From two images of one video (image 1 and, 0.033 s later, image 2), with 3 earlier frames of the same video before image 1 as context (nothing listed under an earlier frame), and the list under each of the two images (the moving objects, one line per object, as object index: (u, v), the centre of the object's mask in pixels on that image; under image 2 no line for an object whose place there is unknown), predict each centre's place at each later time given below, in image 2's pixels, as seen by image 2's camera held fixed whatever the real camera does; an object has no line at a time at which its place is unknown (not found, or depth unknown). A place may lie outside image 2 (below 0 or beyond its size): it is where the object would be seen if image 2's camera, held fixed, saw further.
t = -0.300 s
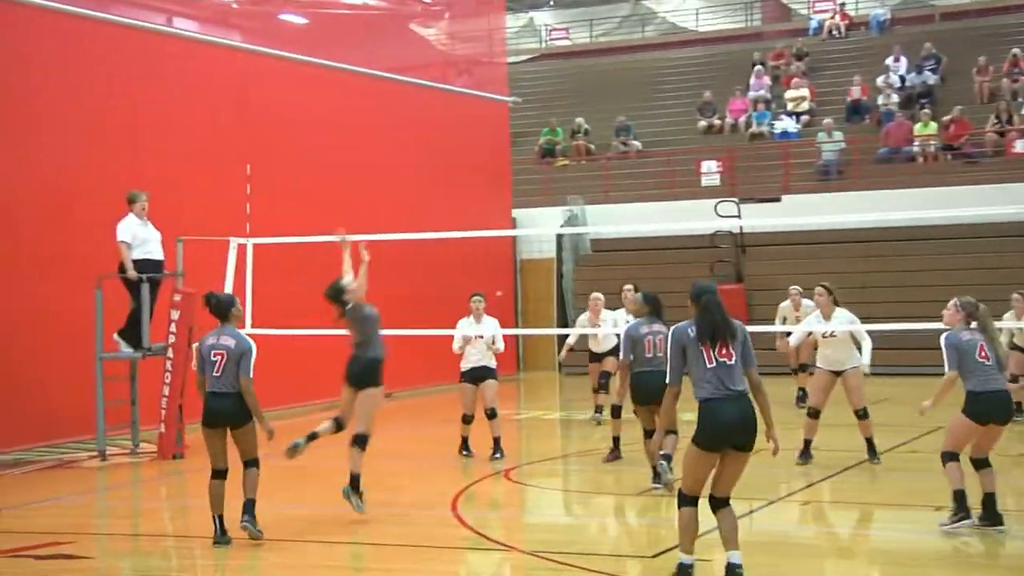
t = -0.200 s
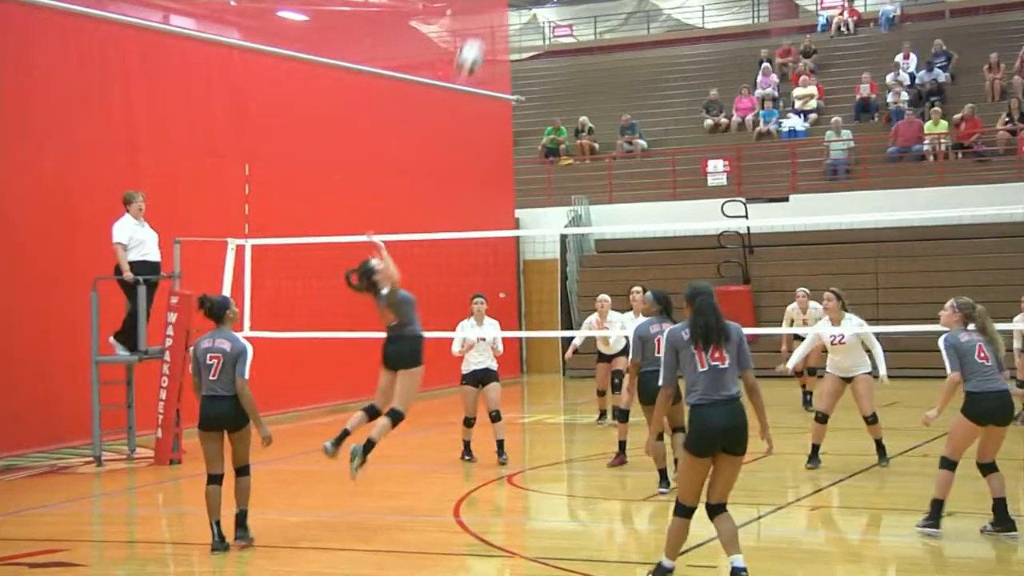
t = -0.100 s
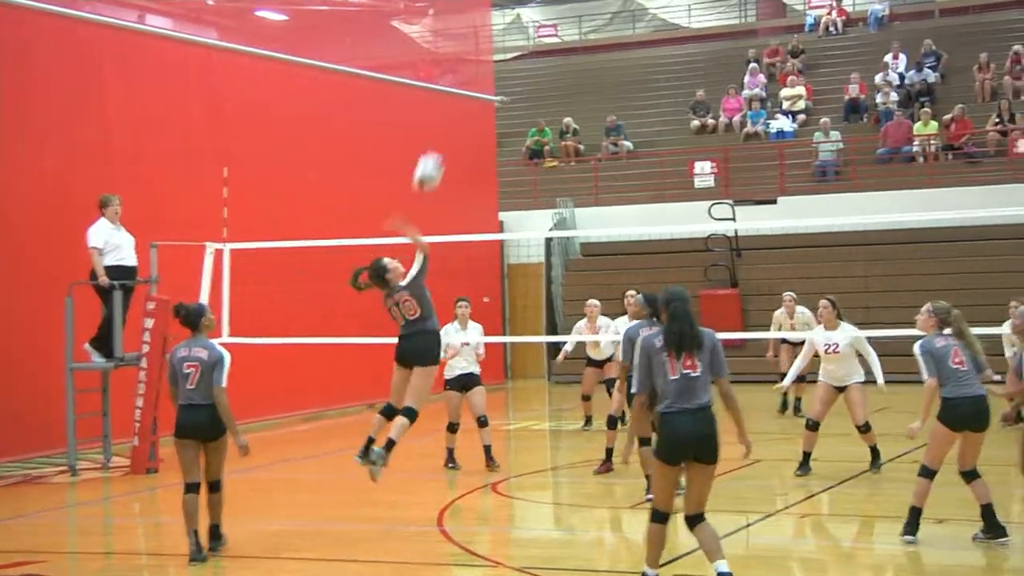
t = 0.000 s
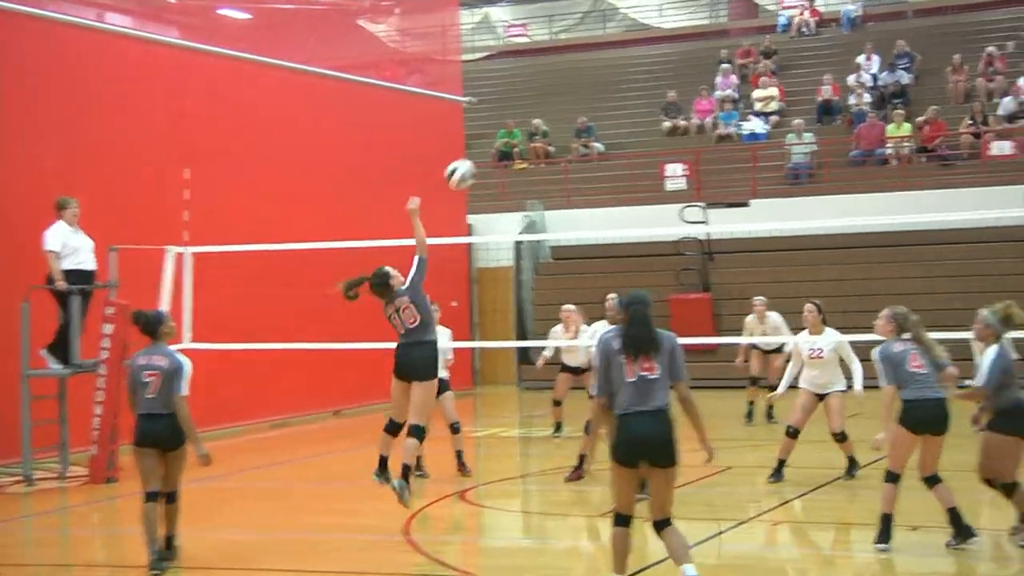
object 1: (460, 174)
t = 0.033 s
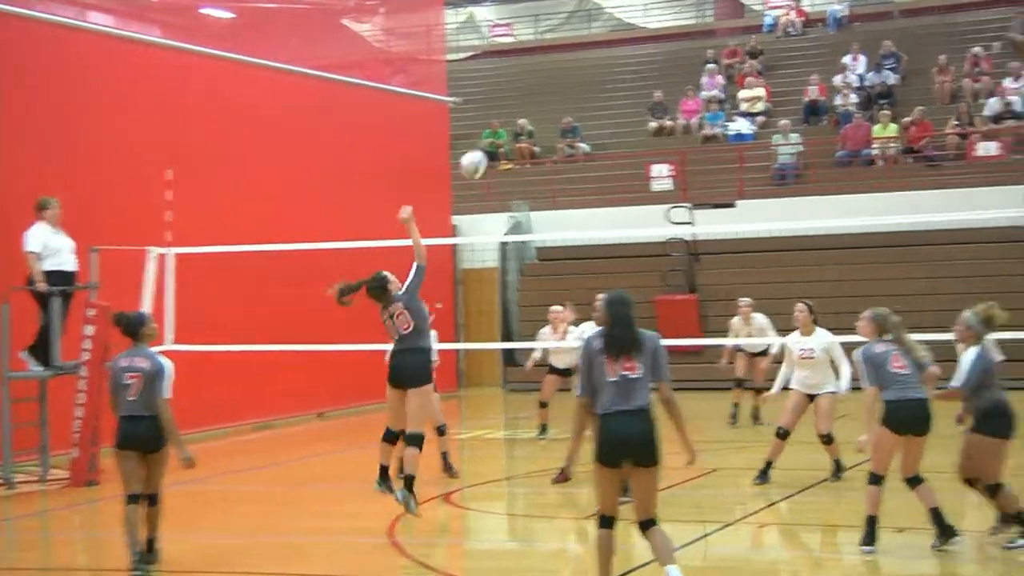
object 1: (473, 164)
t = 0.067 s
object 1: (499, 157)
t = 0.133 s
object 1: (544, 147)
